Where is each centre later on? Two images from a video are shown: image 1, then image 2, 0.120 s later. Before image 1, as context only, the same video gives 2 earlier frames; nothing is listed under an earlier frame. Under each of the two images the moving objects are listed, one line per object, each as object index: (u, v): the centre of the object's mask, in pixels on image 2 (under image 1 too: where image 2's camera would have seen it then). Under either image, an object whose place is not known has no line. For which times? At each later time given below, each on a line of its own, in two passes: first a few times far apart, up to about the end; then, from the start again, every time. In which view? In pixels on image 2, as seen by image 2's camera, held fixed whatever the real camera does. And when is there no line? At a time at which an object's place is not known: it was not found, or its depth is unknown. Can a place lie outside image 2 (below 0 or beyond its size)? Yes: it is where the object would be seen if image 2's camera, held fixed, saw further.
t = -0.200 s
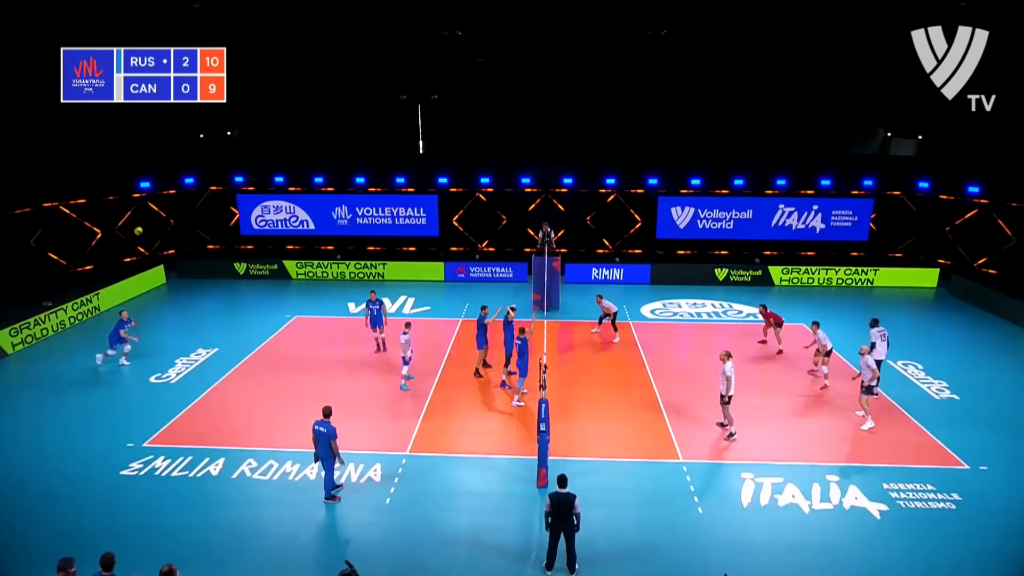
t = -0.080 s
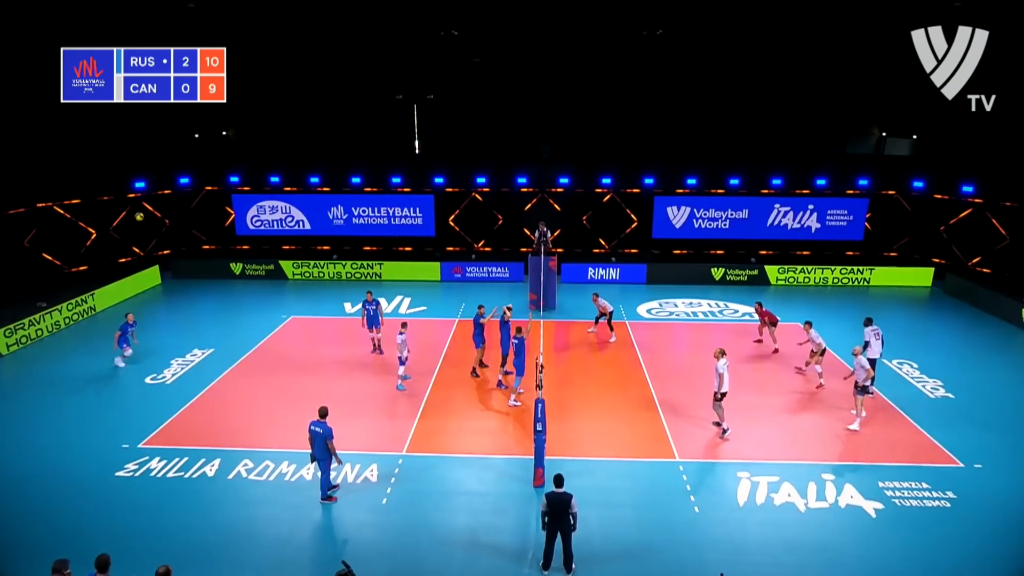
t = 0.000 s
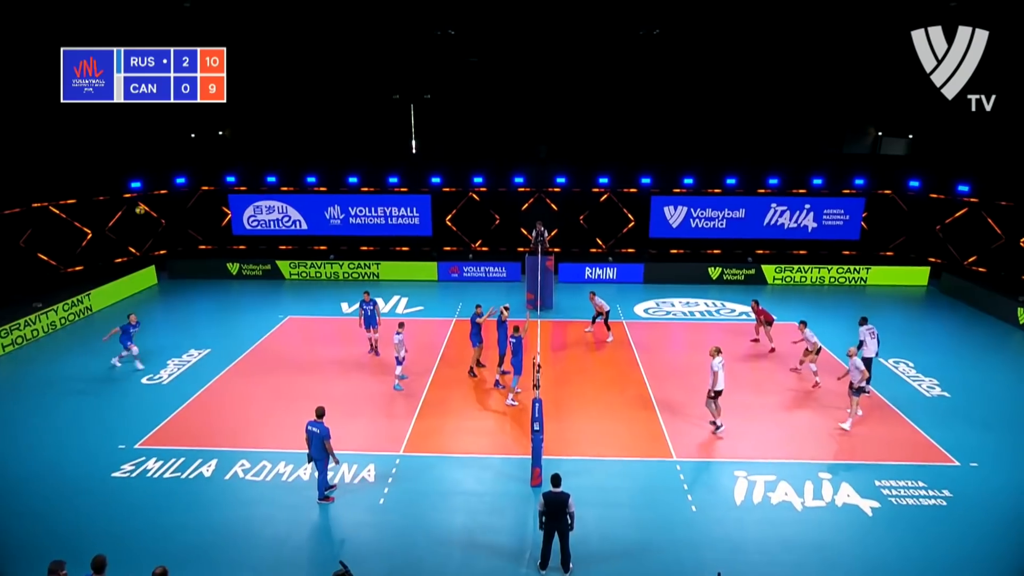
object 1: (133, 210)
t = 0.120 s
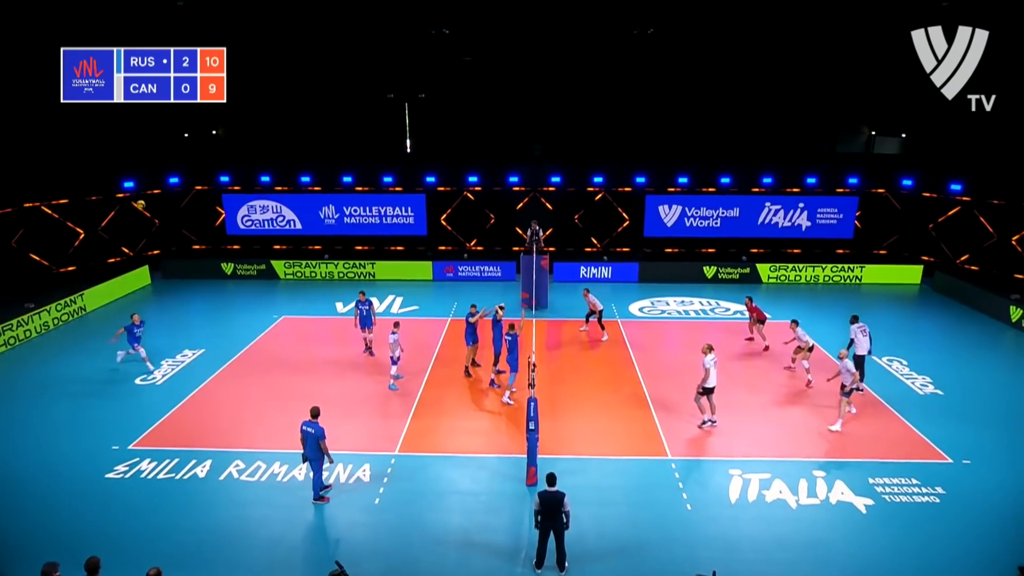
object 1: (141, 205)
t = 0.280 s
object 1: (152, 205)
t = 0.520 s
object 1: (168, 223)
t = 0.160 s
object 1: (143, 204)
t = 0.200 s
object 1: (146, 203)
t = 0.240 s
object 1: (149, 204)
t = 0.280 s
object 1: (152, 205)
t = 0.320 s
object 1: (155, 207)
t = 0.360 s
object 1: (158, 209)
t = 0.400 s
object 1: (161, 211)
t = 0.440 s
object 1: (163, 215)
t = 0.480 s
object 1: (166, 219)
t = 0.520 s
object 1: (168, 223)
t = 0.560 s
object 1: (171, 228)
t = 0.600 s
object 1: (173, 234)
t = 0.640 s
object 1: (176, 240)
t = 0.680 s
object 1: (178, 246)
